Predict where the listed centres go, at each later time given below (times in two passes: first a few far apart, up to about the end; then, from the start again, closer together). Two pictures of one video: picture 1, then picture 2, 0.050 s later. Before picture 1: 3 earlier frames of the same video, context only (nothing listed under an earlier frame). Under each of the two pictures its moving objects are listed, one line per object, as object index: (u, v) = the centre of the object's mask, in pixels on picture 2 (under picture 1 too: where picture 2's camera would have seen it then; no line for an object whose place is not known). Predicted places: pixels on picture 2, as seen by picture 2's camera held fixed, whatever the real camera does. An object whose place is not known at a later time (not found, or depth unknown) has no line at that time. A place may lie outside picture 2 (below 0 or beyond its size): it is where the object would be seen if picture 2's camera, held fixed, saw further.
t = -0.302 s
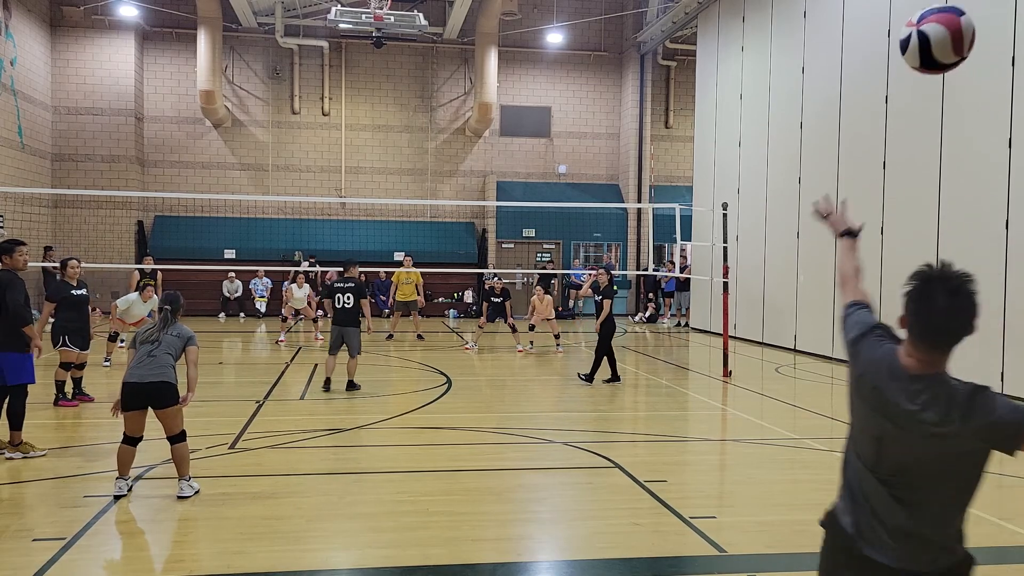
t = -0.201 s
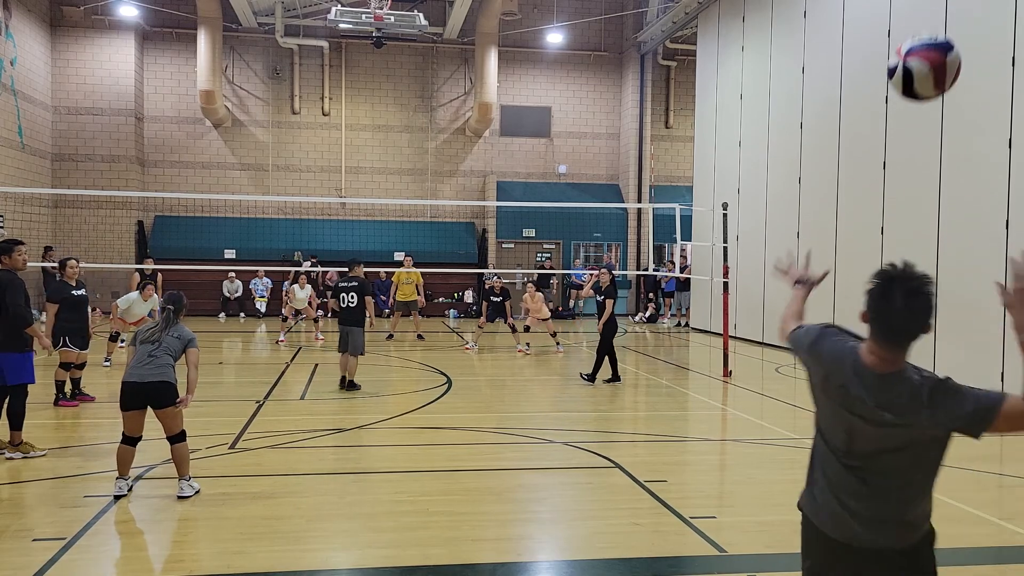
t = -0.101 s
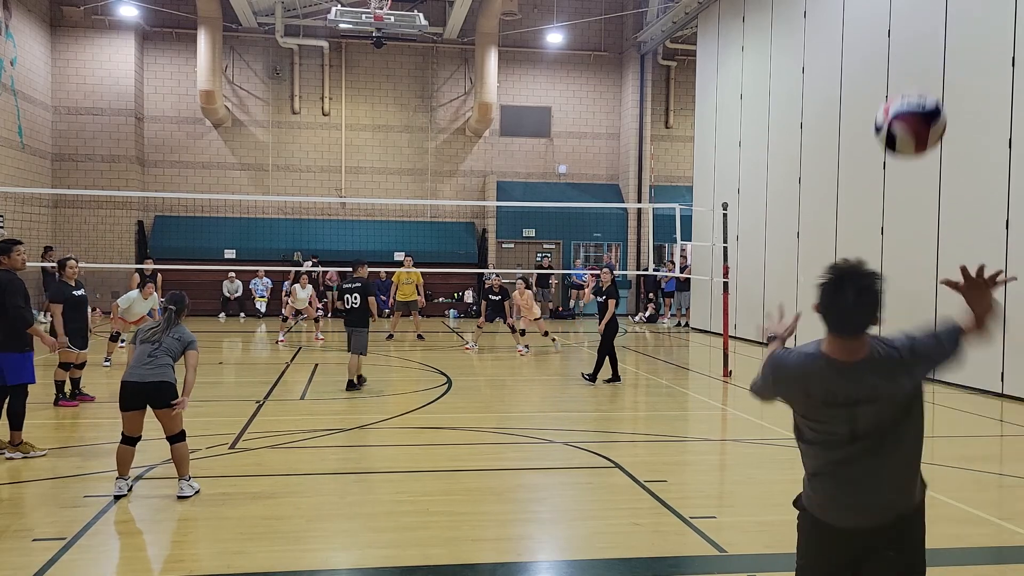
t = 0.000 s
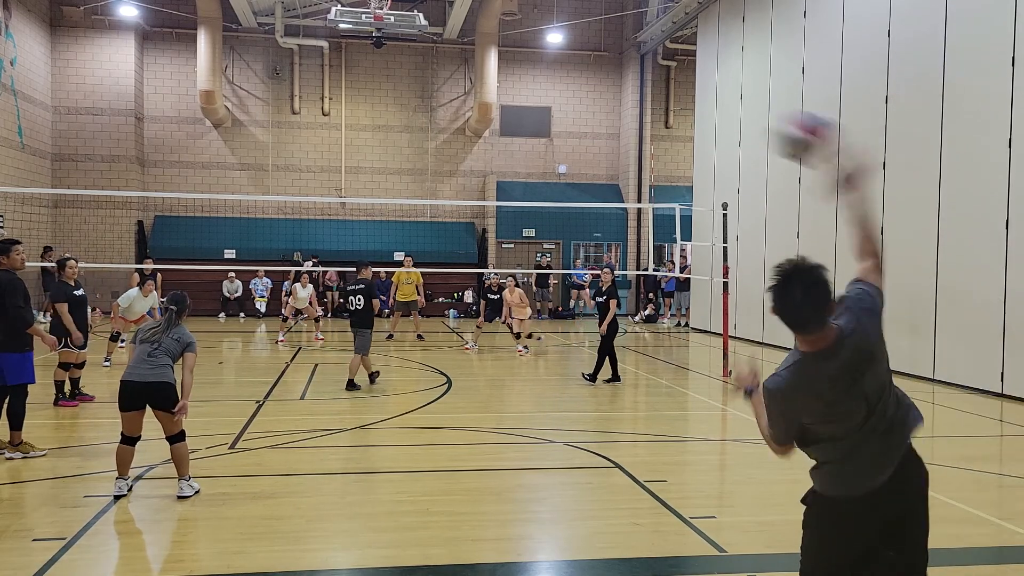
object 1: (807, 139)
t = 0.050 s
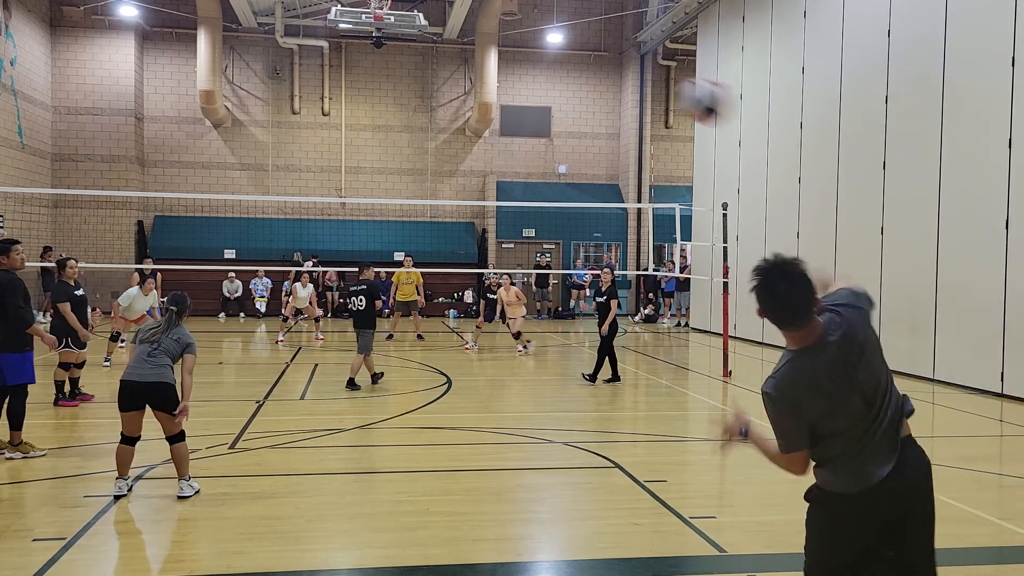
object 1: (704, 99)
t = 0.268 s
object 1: (512, 64)
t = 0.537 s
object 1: (415, 93)
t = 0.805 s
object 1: (367, 147)
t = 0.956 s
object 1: (349, 185)
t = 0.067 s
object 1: (676, 91)
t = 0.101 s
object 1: (639, 79)
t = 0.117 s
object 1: (620, 74)
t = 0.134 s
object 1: (604, 70)
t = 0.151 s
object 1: (590, 67)
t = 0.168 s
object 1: (574, 66)
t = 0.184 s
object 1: (562, 65)
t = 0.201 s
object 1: (549, 64)
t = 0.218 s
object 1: (538, 64)
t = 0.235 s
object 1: (528, 64)
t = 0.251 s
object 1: (519, 63)
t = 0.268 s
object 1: (512, 64)
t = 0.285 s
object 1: (503, 65)
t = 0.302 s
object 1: (492, 65)
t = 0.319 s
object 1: (482, 67)
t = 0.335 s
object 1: (475, 67)
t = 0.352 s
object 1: (471, 69)
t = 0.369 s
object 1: (465, 71)
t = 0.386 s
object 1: (459, 73)
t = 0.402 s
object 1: (453, 74)
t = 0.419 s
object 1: (448, 76)
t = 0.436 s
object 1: (441, 79)
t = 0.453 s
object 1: (437, 81)
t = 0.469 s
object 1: (432, 83)
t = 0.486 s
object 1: (428, 86)
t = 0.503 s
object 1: (424, 88)
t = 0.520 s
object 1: (420, 91)
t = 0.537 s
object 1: (415, 93)
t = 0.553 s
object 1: (411, 96)
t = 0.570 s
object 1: (408, 98)
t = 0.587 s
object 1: (405, 101)
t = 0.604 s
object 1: (401, 104)
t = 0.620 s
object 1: (398, 107)
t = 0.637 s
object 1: (395, 111)
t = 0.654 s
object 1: (392, 114)
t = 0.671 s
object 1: (389, 118)
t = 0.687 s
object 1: (386, 121)
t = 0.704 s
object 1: (383, 124)
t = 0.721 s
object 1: (380, 128)
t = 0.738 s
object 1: (378, 131)
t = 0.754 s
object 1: (375, 135)
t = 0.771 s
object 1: (373, 139)
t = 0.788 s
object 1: (370, 143)
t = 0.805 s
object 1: (367, 147)
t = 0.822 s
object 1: (365, 151)
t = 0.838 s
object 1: (364, 155)
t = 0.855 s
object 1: (361, 160)
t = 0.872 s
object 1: (359, 164)
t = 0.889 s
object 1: (357, 168)
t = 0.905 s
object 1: (355, 172)
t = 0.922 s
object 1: (353, 176)
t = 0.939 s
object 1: (352, 180)
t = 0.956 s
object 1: (349, 185)
